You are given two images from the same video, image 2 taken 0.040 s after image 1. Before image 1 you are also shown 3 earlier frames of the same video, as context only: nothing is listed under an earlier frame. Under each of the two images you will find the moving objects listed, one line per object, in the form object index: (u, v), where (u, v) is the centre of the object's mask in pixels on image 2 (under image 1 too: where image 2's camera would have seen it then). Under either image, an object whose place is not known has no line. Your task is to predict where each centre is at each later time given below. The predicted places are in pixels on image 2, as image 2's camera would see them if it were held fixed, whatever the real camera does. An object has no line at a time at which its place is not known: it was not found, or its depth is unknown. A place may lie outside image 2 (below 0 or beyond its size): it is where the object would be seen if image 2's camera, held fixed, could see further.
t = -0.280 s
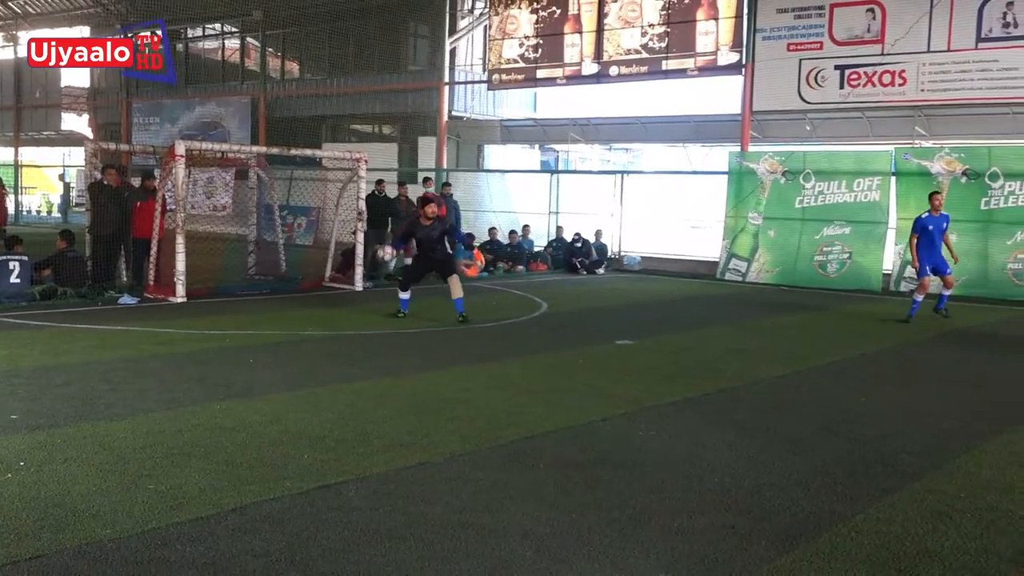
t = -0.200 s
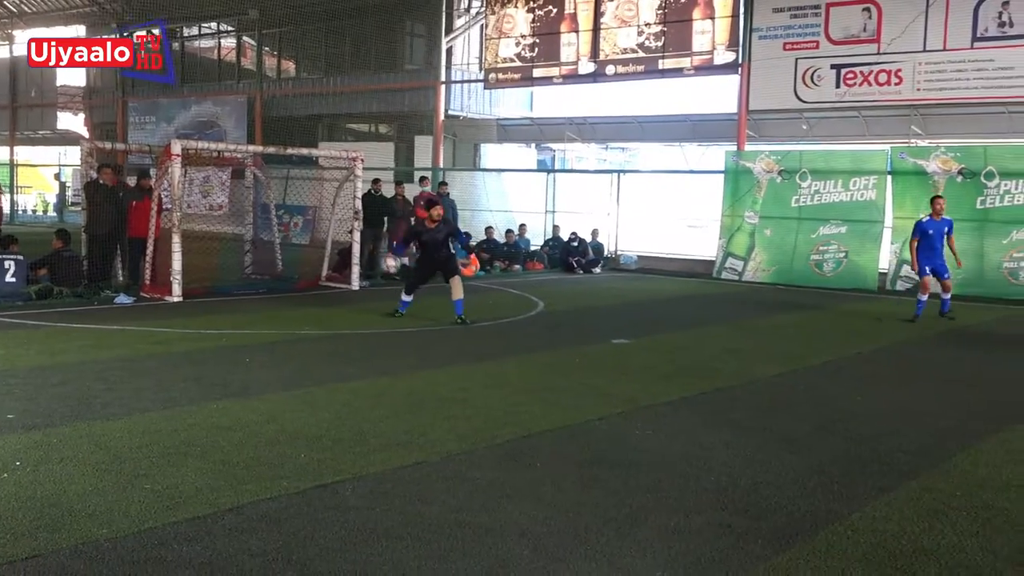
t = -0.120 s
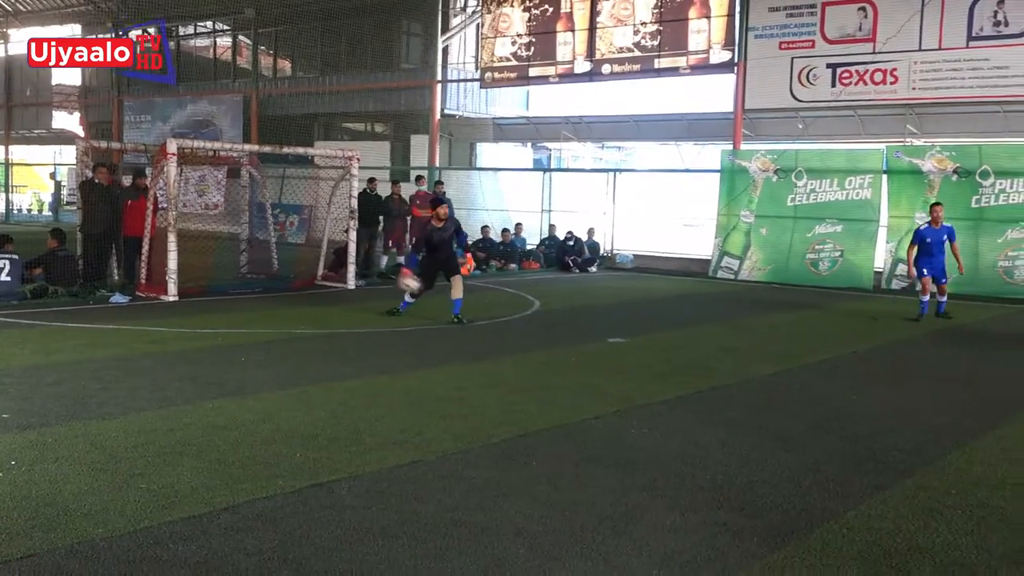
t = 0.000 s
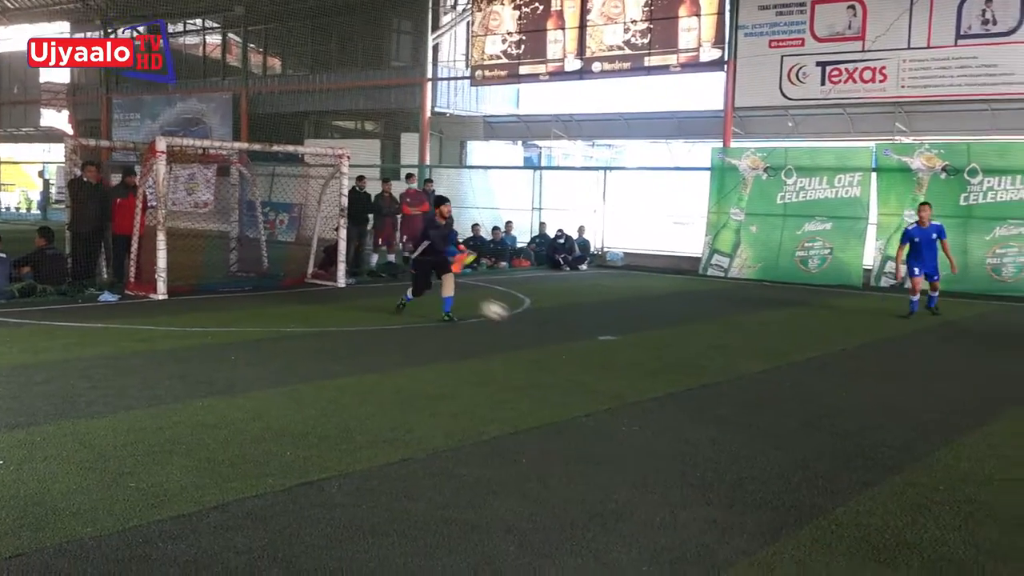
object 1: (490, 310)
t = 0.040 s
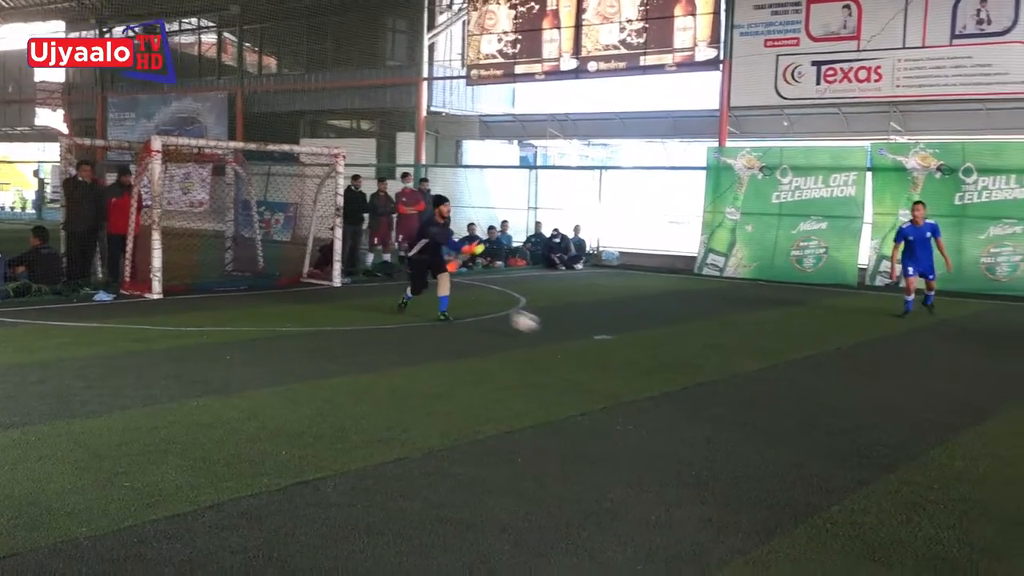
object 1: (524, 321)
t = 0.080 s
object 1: (557, 327)
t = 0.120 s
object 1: (583, 323)
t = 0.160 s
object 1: (611, 321)
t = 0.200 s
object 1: (639, 319)
